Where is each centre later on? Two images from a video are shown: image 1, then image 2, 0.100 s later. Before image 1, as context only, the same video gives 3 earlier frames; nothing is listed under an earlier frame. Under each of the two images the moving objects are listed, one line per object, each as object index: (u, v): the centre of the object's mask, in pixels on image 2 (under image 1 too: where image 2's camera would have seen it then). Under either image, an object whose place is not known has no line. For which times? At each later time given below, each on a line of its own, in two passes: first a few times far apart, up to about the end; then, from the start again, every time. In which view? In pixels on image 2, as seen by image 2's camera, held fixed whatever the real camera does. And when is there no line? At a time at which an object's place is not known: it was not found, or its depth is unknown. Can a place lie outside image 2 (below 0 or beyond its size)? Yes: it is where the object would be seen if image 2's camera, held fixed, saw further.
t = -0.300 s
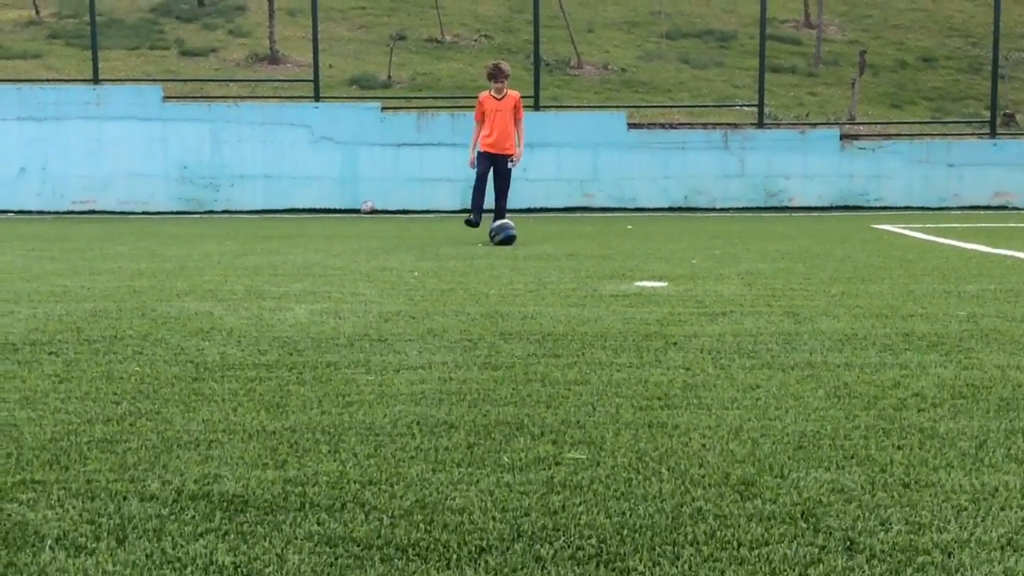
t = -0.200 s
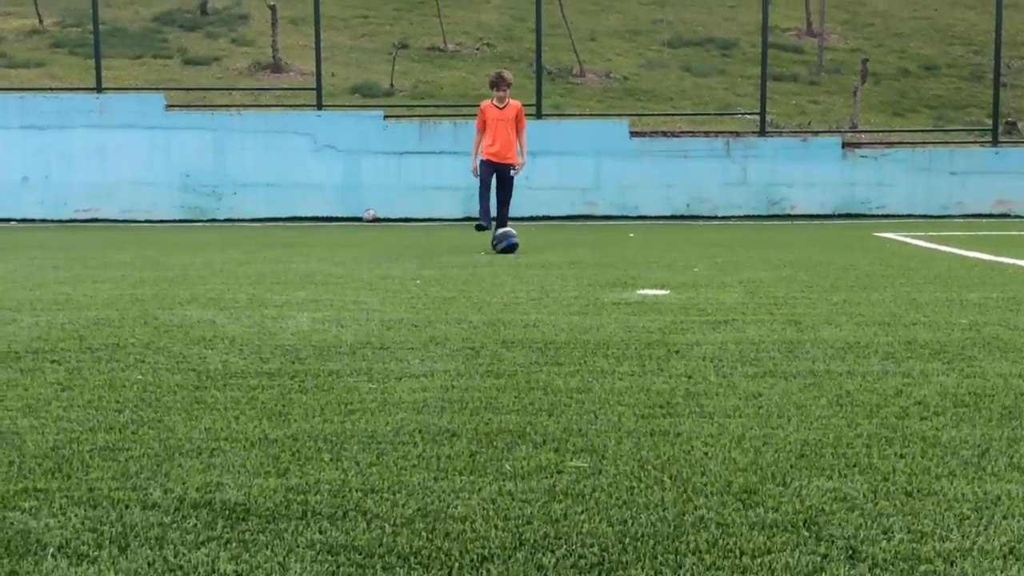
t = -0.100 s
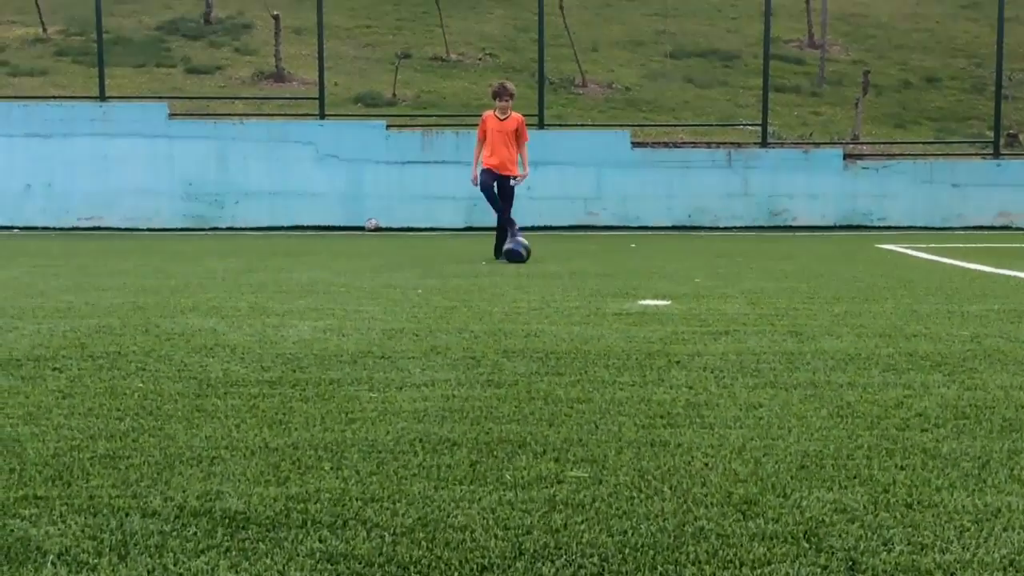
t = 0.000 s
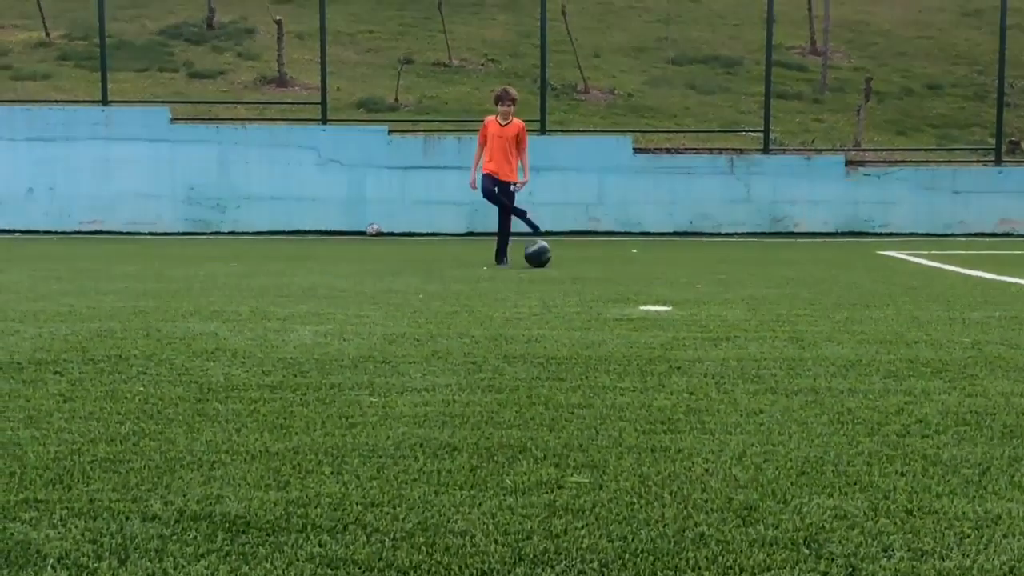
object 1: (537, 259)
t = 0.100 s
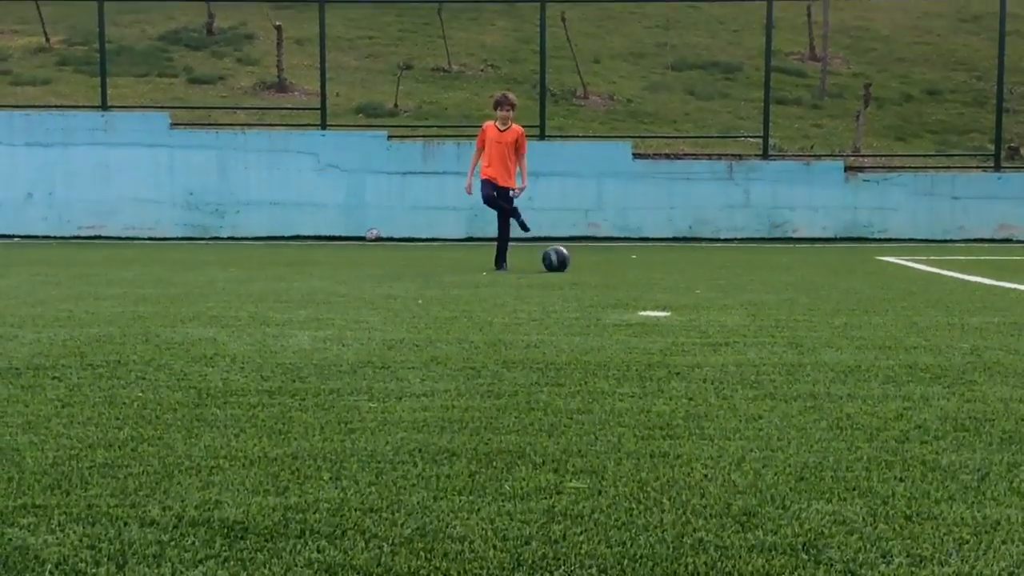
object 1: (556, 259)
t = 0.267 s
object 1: (585, 258)
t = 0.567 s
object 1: (629, 257)
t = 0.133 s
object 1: (562, 258)
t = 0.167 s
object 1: (568, 258)
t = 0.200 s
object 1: (573, 258)
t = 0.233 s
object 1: (580, 258)
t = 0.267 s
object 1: (585, 258)
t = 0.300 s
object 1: (591, 258)
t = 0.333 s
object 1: (596, 258)
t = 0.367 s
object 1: (601, 258)
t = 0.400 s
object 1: (606, 257)
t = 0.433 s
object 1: (611, 258)
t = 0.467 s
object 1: (615, 257)
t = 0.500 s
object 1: (620, 257)
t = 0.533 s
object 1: (625, 257)
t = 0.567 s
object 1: (629, 257)
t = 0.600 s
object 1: (632, 256)
